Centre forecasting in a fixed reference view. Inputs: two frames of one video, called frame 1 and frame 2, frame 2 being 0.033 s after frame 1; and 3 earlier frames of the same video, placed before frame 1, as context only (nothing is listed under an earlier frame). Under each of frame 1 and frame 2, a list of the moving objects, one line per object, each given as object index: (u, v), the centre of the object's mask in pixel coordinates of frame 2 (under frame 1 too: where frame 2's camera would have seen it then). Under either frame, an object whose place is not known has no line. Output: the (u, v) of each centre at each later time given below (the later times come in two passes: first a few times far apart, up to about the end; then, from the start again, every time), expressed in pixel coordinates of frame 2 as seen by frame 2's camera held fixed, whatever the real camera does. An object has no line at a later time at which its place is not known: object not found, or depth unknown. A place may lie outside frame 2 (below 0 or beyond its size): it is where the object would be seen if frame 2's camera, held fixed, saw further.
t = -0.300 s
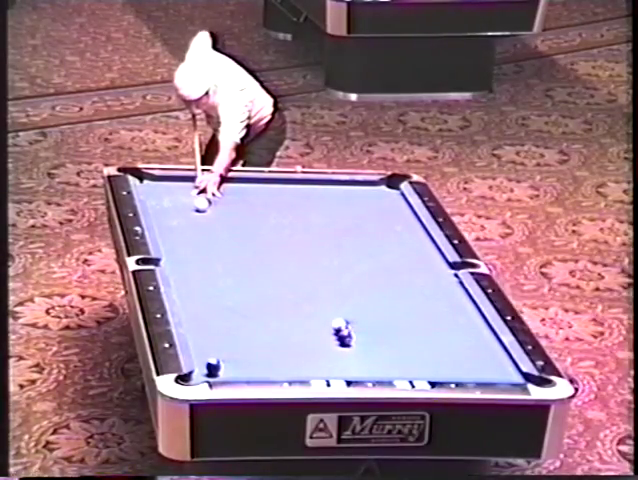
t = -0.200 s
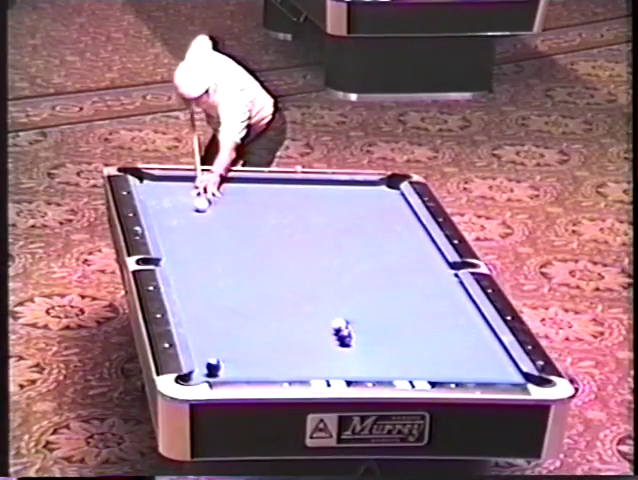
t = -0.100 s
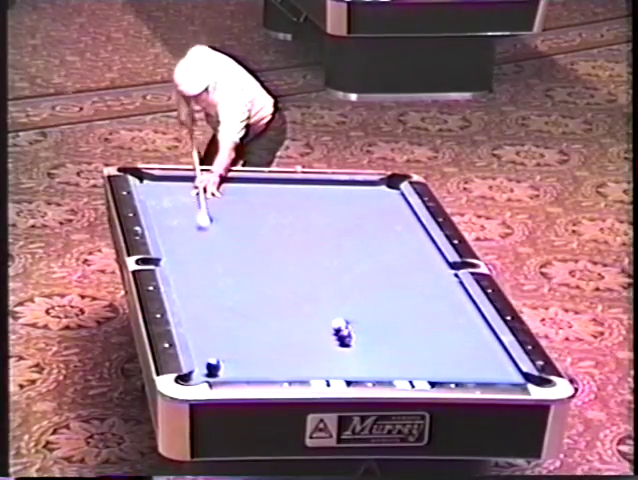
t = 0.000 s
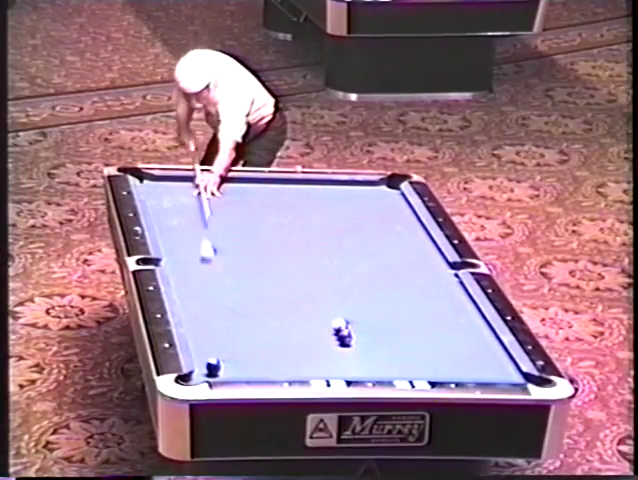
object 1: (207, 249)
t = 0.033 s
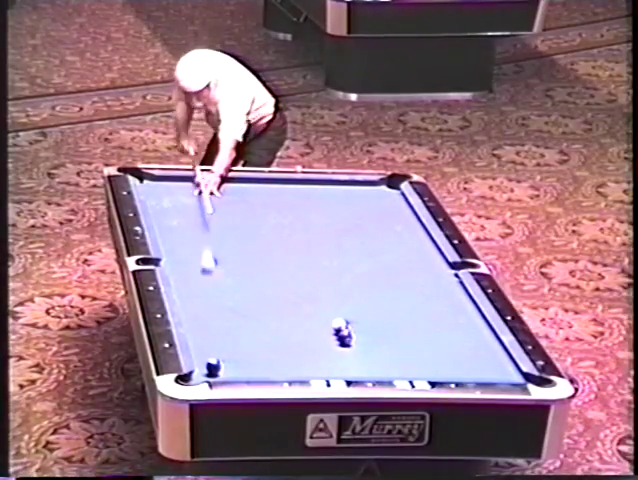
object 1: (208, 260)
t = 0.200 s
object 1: (214, 317)
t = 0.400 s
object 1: (244, 365)
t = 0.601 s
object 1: (299, 370)
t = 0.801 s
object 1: (348, 364)
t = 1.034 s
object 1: (402, 356)
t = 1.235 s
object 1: (446, 349)
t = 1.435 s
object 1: (488, 342)
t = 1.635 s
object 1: (470, 335)
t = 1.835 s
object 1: (440, 325)
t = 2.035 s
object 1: (412, 317)
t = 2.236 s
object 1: (386, 308)
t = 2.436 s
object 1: (360, 301)
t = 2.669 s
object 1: (332, 292)
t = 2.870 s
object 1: (309, 285)
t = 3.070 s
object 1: (287, 278)
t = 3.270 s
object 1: (266, 272)
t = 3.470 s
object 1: (245, 266)
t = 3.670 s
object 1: (226, 261)
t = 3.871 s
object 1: (207, 256)
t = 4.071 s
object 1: (189, 250)
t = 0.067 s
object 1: (209, 272)
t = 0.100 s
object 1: (210, 283)
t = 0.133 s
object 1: (211, 294)
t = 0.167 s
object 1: (212, 305)
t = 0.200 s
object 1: (214, 317)
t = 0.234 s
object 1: (215, 329)
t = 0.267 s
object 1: (216, 338)
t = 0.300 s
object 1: (218, 350)
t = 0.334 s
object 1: (222, 362)
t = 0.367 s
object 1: (233, 363)
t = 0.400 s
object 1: (244, 365)
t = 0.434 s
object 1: (254, 366)
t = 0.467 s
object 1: (264, 368)
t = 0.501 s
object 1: (273, 370)
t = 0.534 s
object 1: (281, 372)
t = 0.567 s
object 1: (289, 371)
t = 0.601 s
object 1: (299, 370)
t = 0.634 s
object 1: (307, 370)
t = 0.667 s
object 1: (315, 368)
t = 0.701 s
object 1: (323, 368)
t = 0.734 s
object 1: (331, 366)
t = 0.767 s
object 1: (339, 364)
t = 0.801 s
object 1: (348, 364)
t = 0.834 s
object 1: (355, 363)
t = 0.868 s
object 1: (363, 362)
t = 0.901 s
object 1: (371, 359)
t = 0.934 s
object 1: (378, 359)
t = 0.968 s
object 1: (386, 358)
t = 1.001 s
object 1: (394, 357)
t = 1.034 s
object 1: (402, 356)
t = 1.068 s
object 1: (409, 355)
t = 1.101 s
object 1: (417, 353)
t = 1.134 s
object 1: (424, 352)
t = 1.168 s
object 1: (431, 352)
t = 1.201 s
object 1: (438, 350)
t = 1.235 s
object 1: (446, 349)
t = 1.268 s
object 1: (453, 348)
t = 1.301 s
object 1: (460, 347)
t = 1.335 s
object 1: (467, 346)
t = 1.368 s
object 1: (474, 345)
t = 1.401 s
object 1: (481, 343)
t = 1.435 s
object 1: (488, 342)
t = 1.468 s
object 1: (494, 342)
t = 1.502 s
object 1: (492, 341)
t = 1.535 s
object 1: (486, 340)
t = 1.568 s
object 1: (480, 337)
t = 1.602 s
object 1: (475, 336)
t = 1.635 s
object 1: (470, 335)
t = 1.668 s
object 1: (465, 333)
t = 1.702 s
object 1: (459, 331)
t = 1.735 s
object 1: (455, 330)
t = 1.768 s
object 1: (450, 328)
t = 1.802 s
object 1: (445, 327)
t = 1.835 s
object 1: (440, 325)
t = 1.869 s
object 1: (435, 324)
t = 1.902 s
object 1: (431, 322)
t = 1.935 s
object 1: (426, 321)
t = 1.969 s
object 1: (421, 319)
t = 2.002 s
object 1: (417, 318)
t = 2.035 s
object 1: (412, 317)
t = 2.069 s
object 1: (408, 315)
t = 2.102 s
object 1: (403, 314)
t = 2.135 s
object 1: (399, 312)
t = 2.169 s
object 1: (394, 311)
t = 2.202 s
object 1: (390, 309)
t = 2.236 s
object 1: (386, 308)
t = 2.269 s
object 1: (381, 307)
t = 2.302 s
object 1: (377, 305)
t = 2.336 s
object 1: (373, 304)
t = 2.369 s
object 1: (368, 303)
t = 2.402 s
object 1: (364, 301)
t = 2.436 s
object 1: (360, 301)
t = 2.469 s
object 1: (356, 299)
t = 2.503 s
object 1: (352, 298)
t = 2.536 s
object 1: (348, 297)
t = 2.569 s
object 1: (344, 295)
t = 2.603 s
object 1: (340, 294)
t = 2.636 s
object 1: (336, 293)
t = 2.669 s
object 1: (332, 292)
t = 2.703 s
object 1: (328, 290)
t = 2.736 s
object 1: (323, 289)
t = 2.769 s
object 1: (320, 289)
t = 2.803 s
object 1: (316, 287)
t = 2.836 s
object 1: (312, 285)
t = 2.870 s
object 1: (309, 285)
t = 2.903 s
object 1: (305, 284)
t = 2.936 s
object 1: (301, 283)
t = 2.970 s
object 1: (298, 282)
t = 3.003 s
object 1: (294, 280)
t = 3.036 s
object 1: (291, 279)
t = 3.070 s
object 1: (287, 278)
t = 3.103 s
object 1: (283, 277)
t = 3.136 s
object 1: (280, 276)
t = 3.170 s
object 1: (276, 275)
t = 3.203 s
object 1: (272, 274)
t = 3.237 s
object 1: (269, 274)
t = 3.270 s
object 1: (266, 272)
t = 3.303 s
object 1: (262, 271)
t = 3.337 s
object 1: (259, 271)
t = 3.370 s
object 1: (255, 270)
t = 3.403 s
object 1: (252, 269)
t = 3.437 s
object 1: (248, 267)
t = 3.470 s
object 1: (245, 266)
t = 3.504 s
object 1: (241, 266)
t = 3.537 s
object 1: (238, 265)
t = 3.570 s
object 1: (235, 264)
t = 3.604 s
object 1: (232, 262)
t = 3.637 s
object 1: (229, 261)
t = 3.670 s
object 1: (226, 261)
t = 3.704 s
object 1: (222, 260)
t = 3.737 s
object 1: (219, 259)
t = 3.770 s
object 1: (216, 258)
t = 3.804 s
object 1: (213, 257)
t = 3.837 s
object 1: (210, 256)
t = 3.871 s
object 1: (207, 256)
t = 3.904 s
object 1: (204, 254)
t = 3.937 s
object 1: (201, 254)
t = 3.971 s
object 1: (197, 253)
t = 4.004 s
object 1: (195, 252)
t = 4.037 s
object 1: (192, 251)
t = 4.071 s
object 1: (189, 250)
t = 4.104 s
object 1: (187, 250)
